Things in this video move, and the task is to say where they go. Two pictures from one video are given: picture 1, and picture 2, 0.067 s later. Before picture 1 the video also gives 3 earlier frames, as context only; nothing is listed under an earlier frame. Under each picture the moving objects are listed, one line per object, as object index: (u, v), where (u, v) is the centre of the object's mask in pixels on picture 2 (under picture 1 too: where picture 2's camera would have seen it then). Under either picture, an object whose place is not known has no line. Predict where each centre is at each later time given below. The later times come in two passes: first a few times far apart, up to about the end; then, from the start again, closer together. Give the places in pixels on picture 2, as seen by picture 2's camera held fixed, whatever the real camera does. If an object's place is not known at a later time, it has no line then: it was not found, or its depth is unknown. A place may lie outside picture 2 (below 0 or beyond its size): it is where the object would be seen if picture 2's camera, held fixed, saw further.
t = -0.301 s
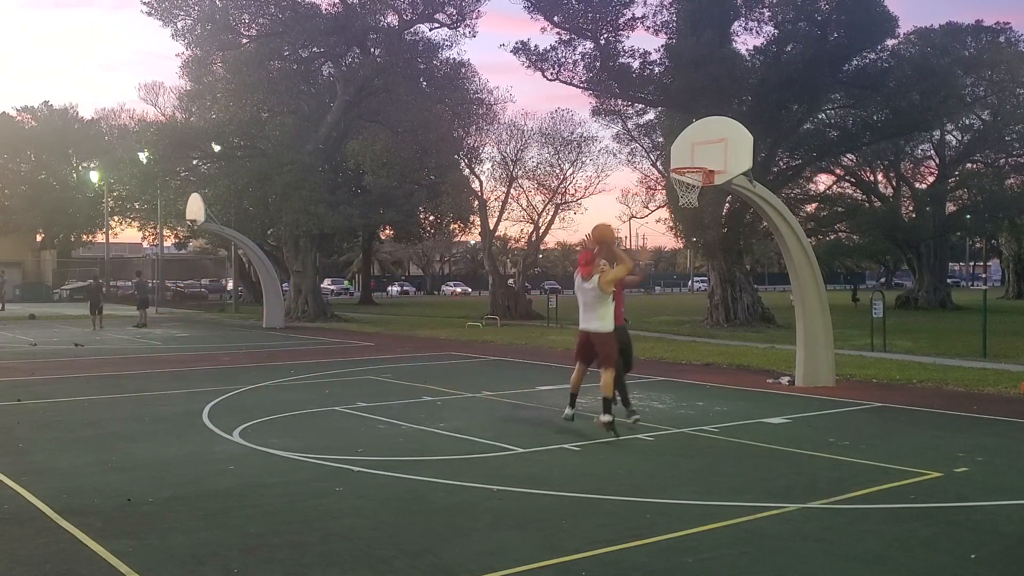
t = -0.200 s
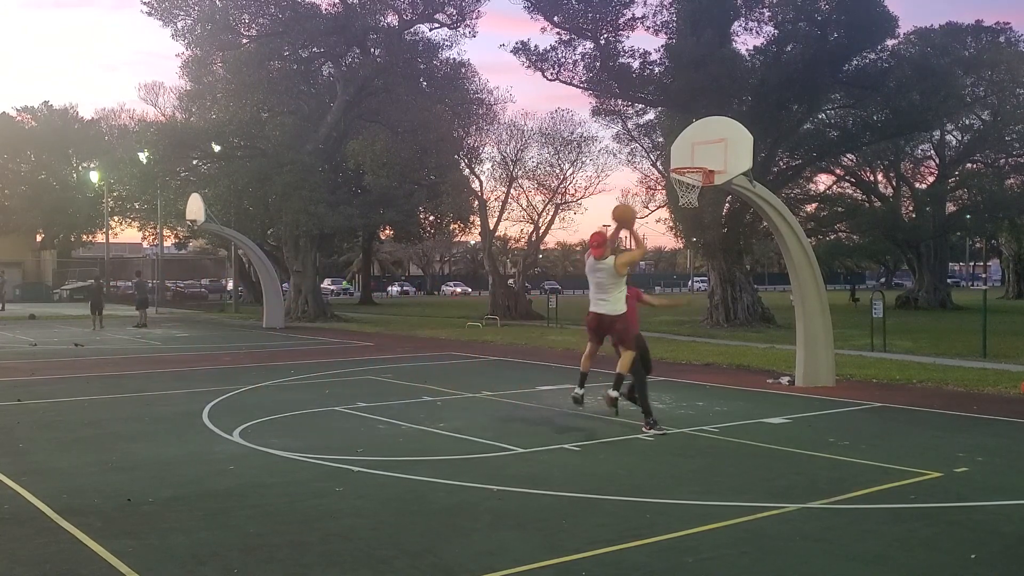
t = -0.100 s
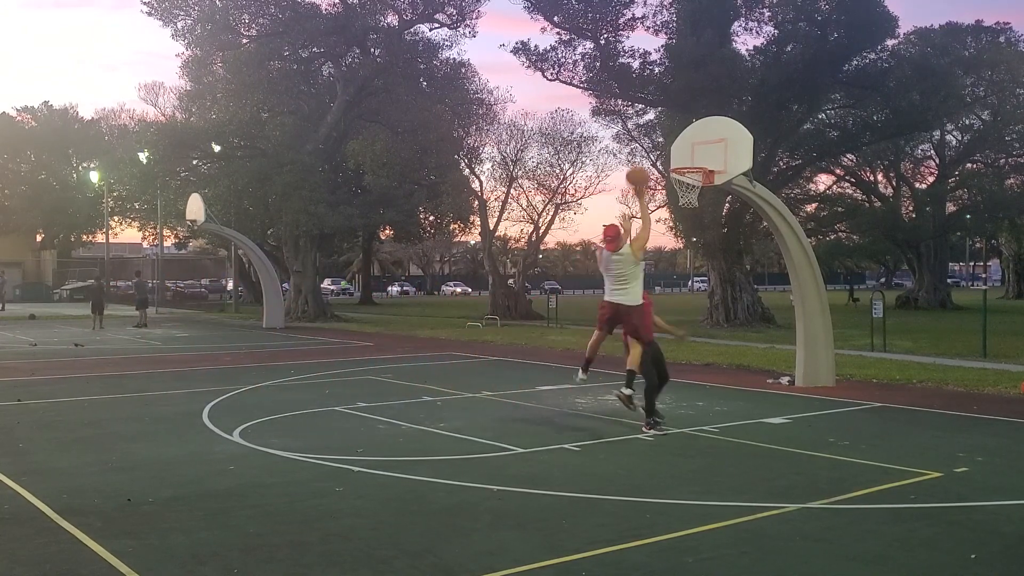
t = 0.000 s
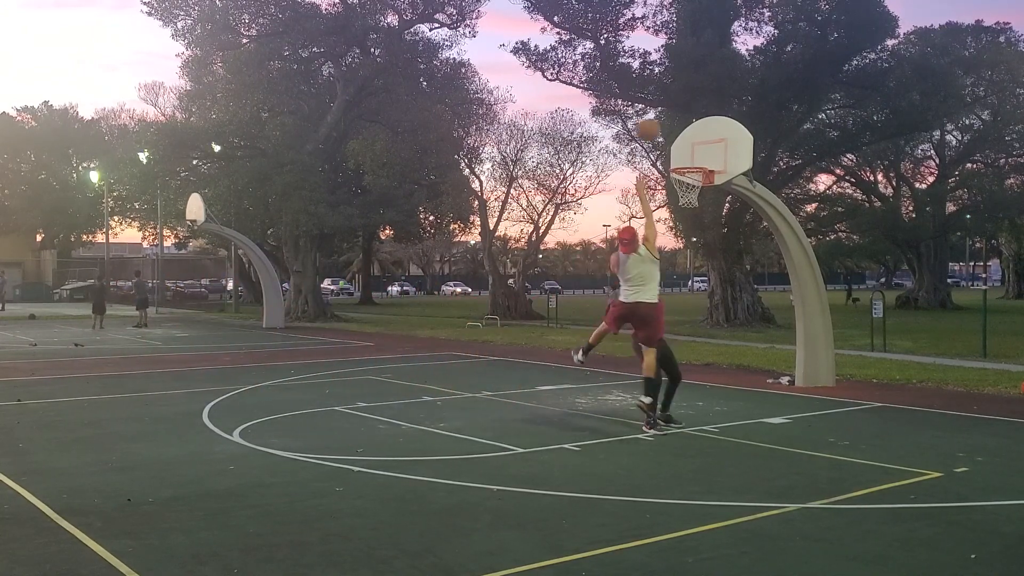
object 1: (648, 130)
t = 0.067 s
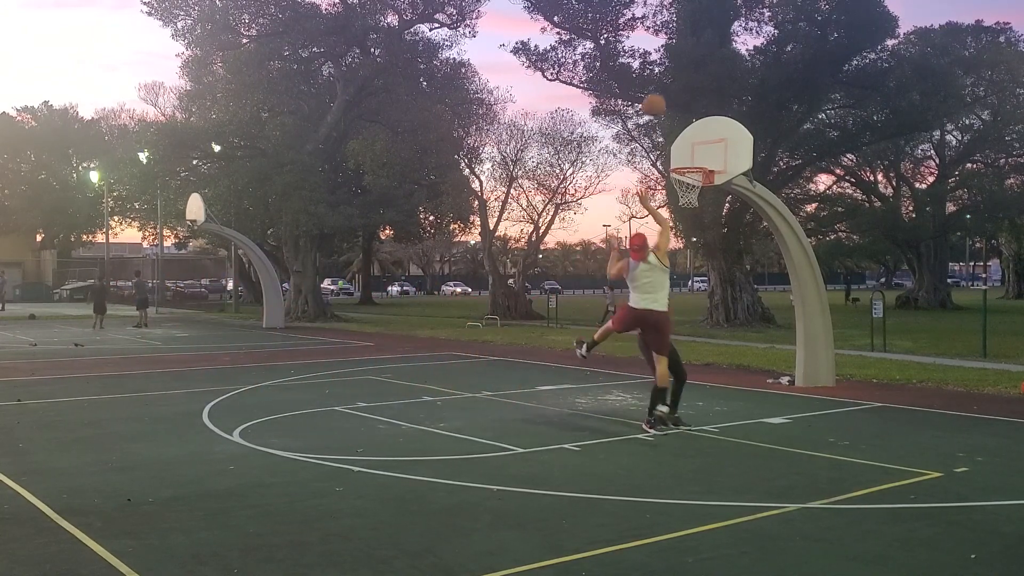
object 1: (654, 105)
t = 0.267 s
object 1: (670, 63)
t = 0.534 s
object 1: (686, 67)
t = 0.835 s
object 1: (700, 134)
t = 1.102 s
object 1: (679, 148)
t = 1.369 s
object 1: (679, 155)
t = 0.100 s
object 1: (656, 96)
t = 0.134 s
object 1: (659, 86)
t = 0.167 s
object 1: (662, 80)
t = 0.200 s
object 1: (665, 74)
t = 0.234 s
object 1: (667, 68)
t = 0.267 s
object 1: (670, 63)
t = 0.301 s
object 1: (672, 60)
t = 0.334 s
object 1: (674, 58)
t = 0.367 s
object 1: (676, 57)
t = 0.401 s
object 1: (679, 57)
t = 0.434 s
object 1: (681, 58)
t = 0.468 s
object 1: (682, 60)
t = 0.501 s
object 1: (684, 63)
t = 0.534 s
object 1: (686, 67)
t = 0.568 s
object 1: (688, 71)
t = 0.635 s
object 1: (692, 83)
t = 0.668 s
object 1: (693, 90)
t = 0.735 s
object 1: (696, 105)
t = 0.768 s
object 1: (698, 113)
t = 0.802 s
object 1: (699, 123)
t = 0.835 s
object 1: (700, 134)
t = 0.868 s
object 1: (700, 144)
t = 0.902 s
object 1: (693, 150)
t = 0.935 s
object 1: (685, 156)
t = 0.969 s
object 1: (678, 161)
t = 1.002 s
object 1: (678, 159)
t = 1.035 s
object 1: (678, 154)
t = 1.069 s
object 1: (678, 151)
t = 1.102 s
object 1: (679, 148)
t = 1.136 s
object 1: (679, 146)
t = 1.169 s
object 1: (679, 144)
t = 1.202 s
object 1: (679, 144)
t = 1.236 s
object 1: (679, 144)
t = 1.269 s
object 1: (679, 145)
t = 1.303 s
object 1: (679, 148)
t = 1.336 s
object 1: (679, 151)
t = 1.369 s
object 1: (679, 155)
